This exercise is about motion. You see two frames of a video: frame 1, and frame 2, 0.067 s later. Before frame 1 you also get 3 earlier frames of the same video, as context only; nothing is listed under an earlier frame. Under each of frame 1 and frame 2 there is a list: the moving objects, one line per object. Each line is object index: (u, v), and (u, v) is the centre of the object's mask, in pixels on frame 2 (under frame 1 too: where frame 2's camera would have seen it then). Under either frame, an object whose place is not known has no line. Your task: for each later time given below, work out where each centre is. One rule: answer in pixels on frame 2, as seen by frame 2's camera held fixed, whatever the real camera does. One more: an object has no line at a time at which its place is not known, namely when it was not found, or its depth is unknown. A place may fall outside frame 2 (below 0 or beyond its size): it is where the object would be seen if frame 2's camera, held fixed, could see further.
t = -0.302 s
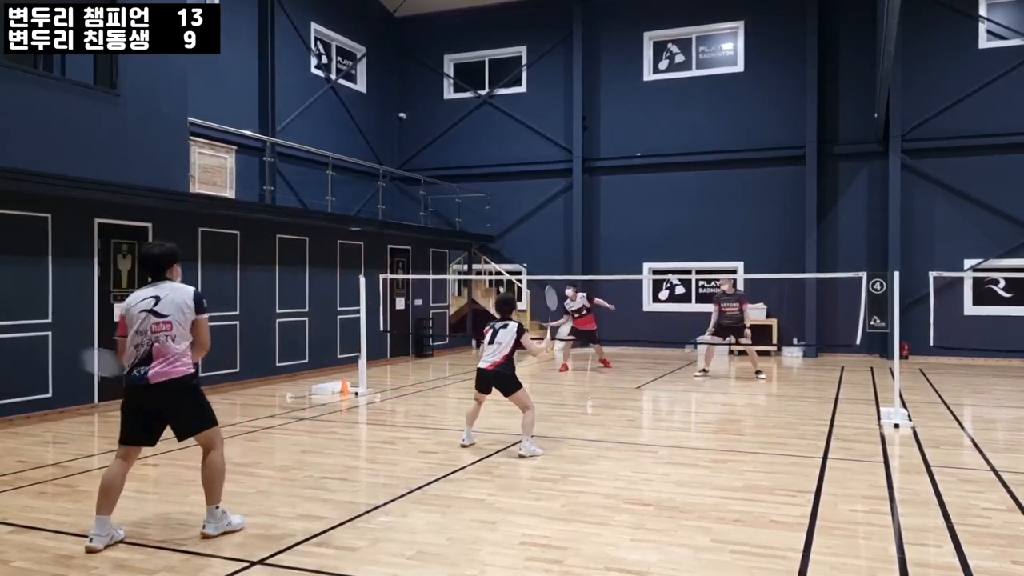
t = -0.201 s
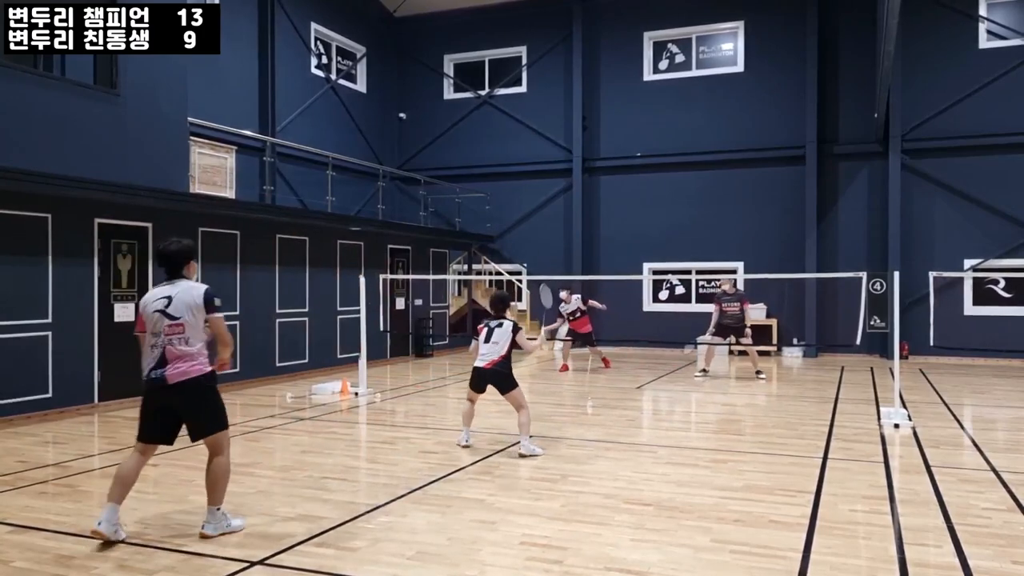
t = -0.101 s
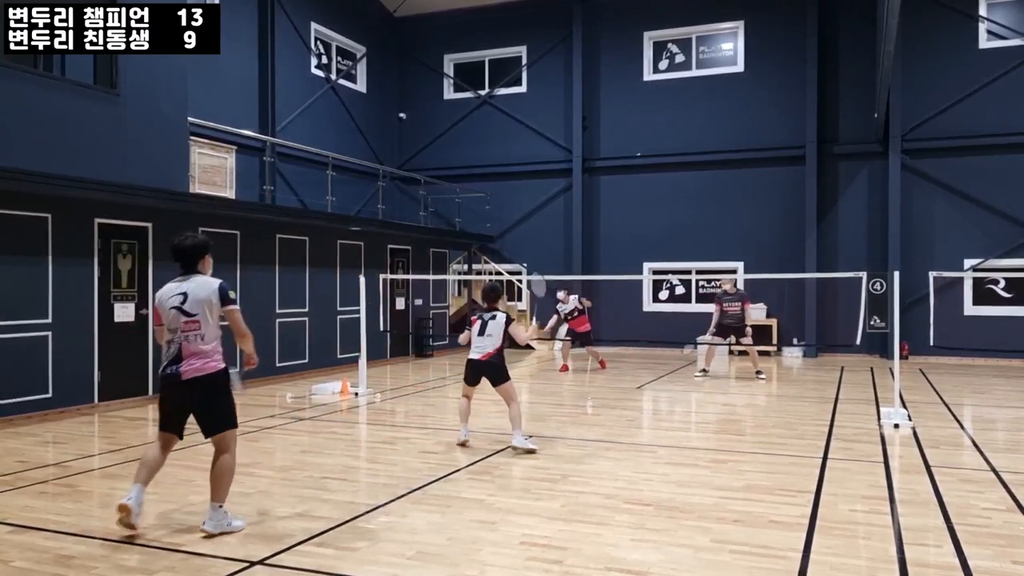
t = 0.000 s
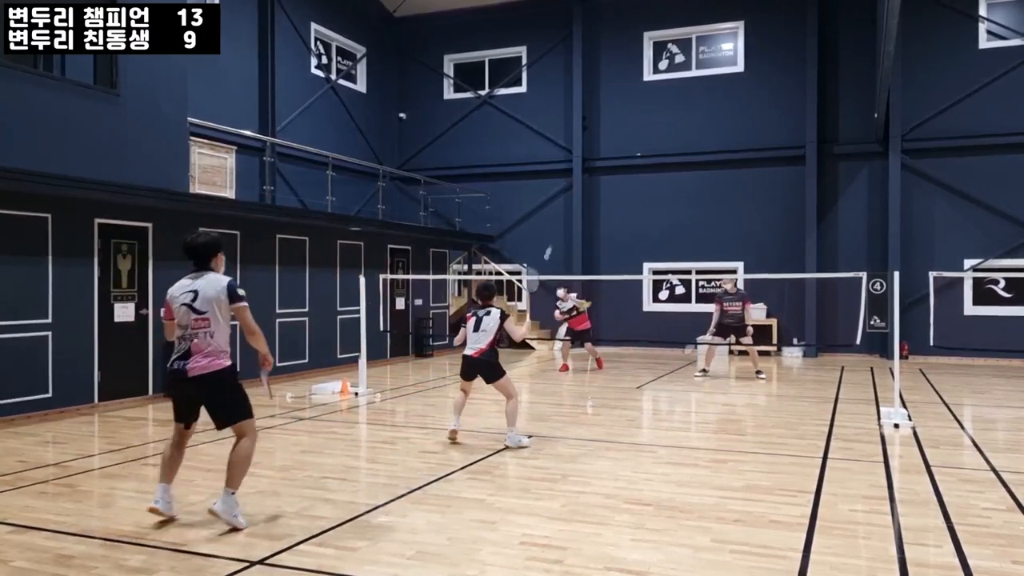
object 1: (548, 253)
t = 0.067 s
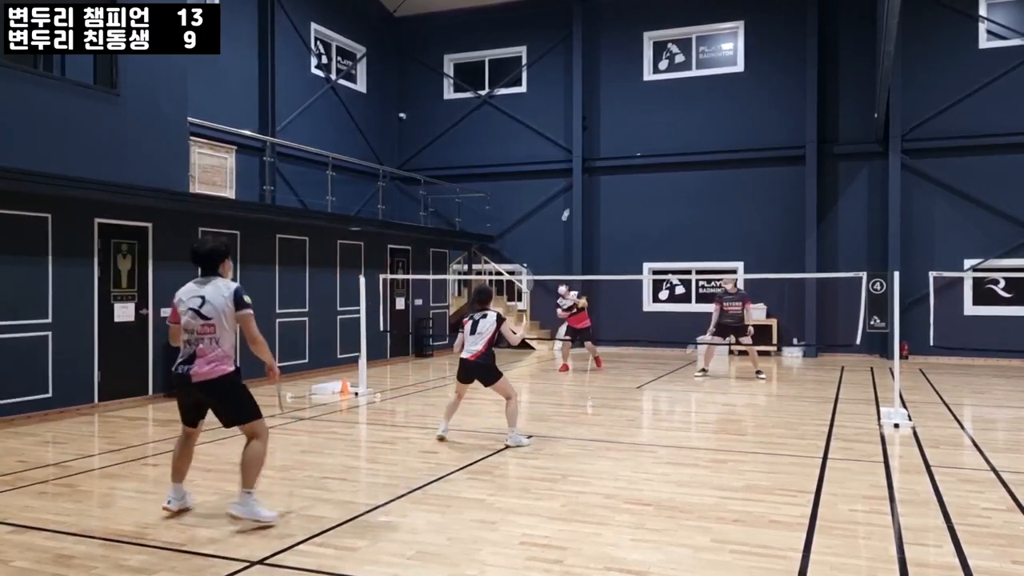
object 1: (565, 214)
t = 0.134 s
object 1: (583, 181)
